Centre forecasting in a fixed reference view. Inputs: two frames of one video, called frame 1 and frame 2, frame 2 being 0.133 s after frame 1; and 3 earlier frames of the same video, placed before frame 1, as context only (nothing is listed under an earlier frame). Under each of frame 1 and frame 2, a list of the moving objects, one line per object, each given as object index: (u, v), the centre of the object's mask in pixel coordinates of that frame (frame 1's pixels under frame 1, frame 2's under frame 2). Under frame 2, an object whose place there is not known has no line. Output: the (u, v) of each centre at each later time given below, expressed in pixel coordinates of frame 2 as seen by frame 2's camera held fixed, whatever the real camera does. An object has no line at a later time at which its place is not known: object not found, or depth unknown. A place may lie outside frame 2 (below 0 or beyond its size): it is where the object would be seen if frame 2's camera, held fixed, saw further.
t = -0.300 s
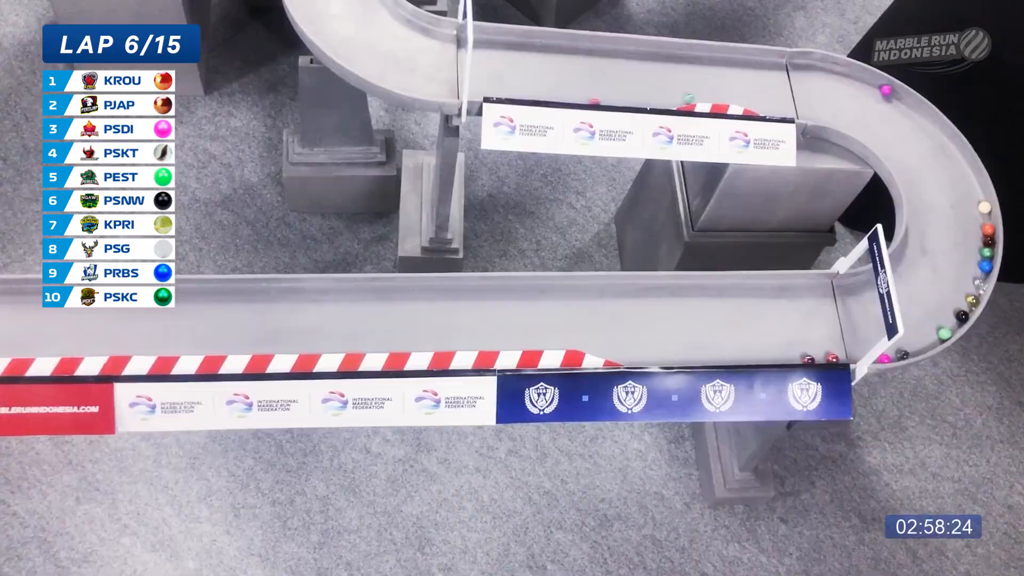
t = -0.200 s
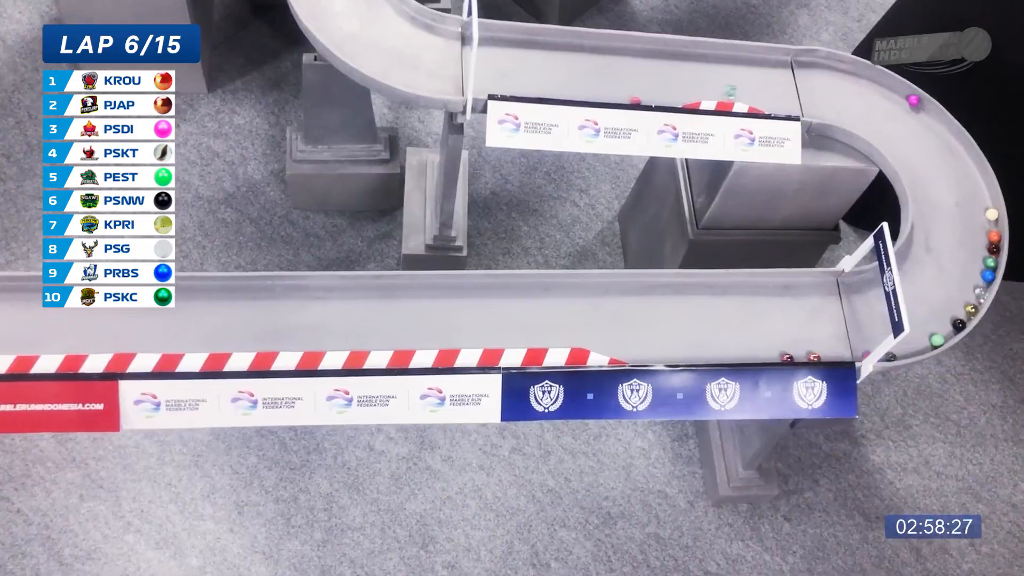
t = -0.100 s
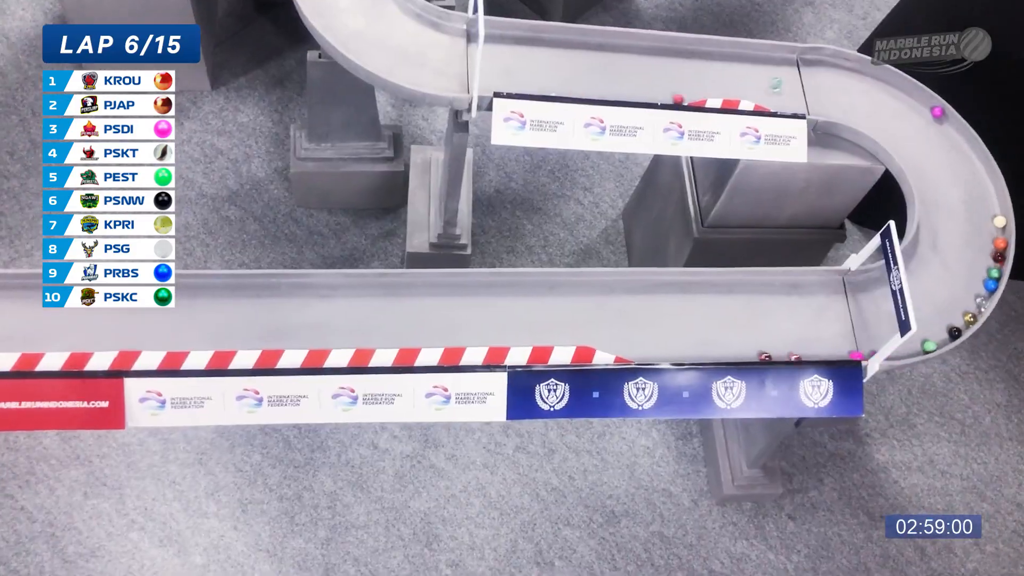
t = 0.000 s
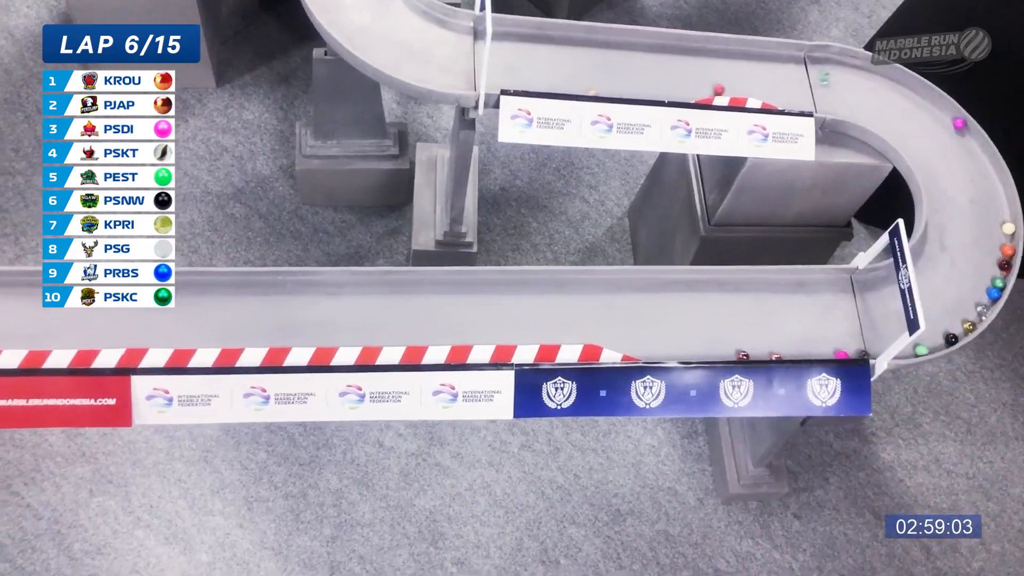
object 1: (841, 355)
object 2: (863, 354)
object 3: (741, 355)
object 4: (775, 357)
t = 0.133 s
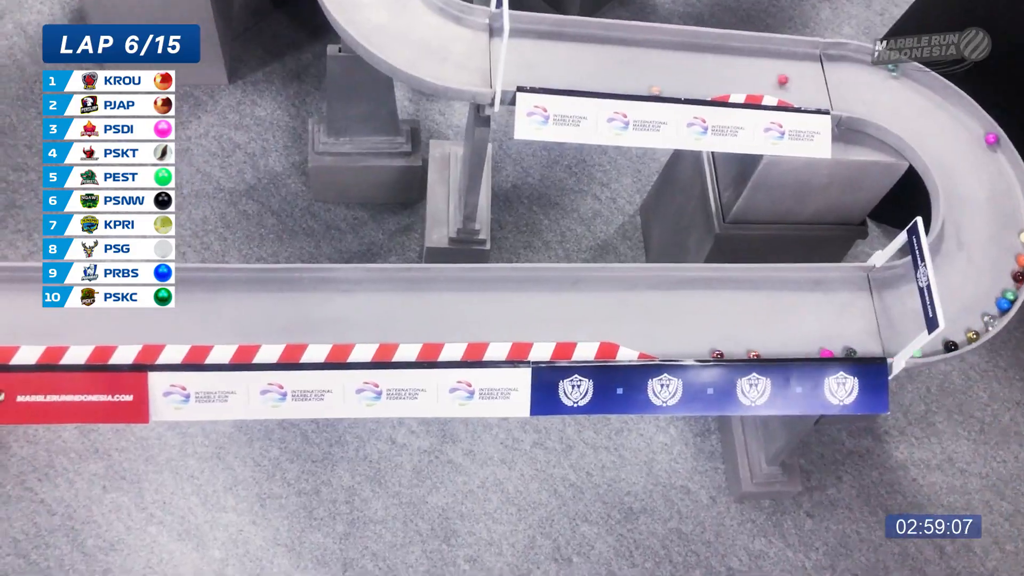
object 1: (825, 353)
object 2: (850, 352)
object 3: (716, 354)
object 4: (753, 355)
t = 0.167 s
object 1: (817, 353)
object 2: (842, 352)
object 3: (705, 354)
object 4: (743, 355)
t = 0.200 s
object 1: (809, 353)
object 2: (833, 352)
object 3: (693, 355)
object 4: (733, 355)
